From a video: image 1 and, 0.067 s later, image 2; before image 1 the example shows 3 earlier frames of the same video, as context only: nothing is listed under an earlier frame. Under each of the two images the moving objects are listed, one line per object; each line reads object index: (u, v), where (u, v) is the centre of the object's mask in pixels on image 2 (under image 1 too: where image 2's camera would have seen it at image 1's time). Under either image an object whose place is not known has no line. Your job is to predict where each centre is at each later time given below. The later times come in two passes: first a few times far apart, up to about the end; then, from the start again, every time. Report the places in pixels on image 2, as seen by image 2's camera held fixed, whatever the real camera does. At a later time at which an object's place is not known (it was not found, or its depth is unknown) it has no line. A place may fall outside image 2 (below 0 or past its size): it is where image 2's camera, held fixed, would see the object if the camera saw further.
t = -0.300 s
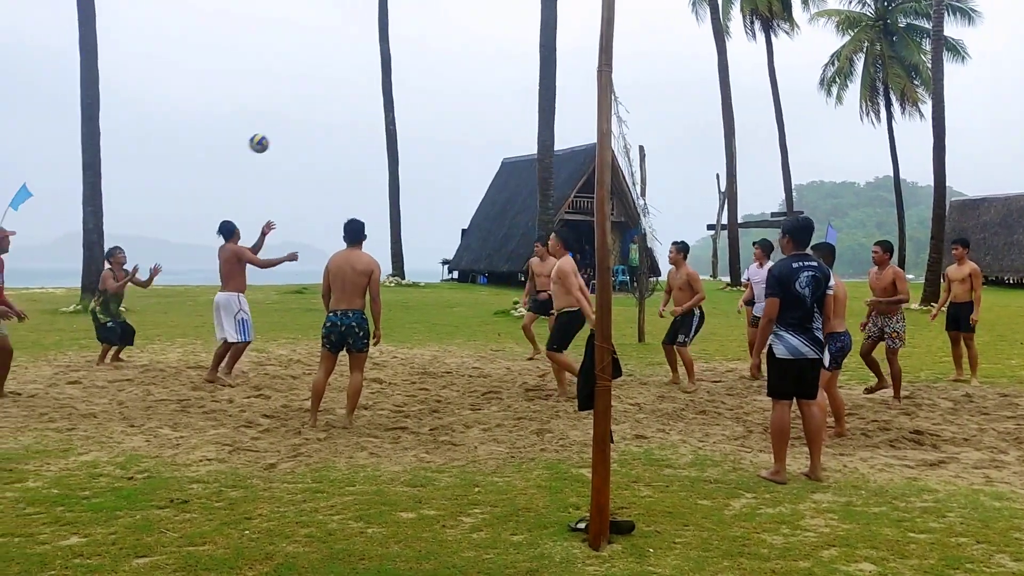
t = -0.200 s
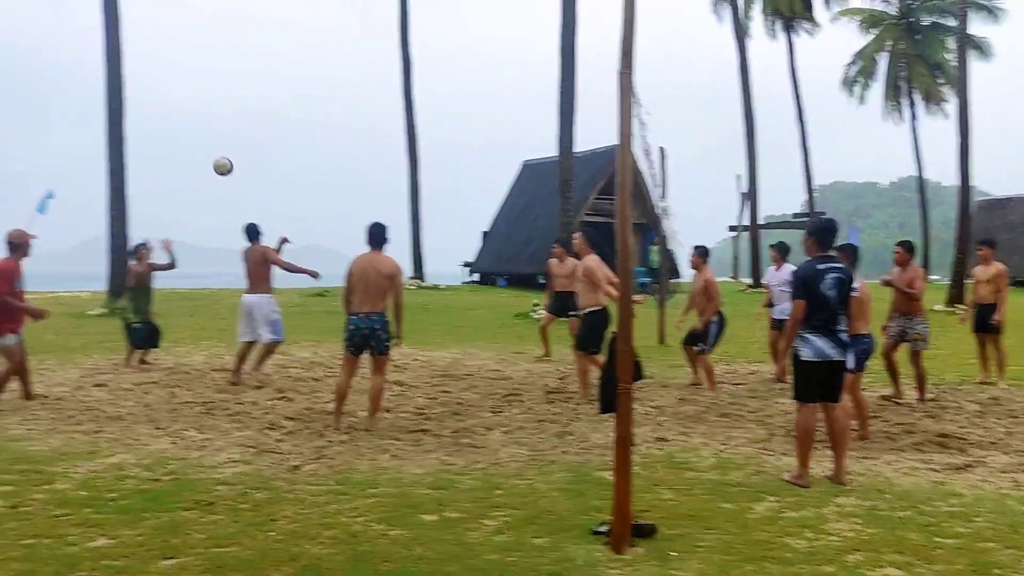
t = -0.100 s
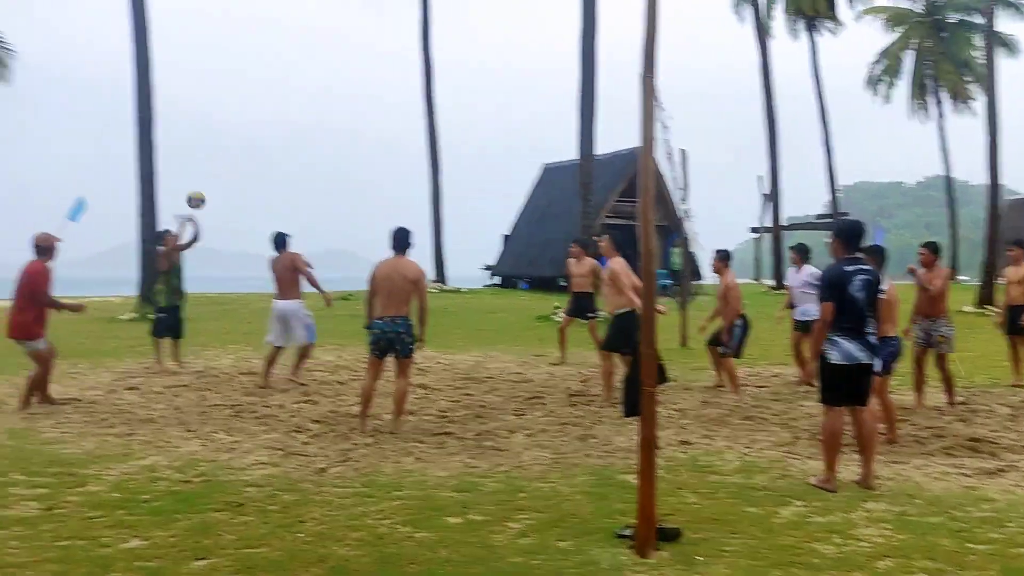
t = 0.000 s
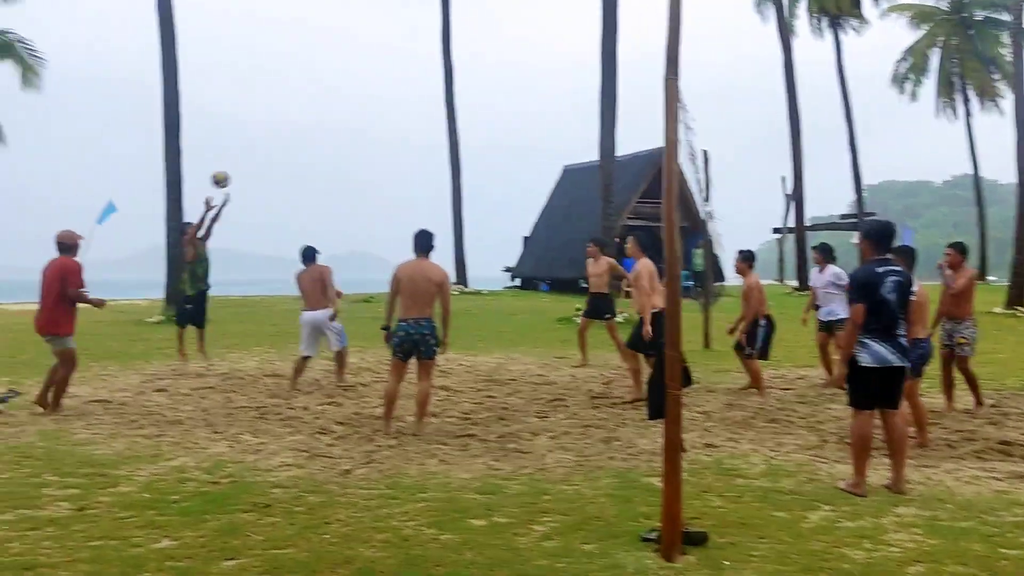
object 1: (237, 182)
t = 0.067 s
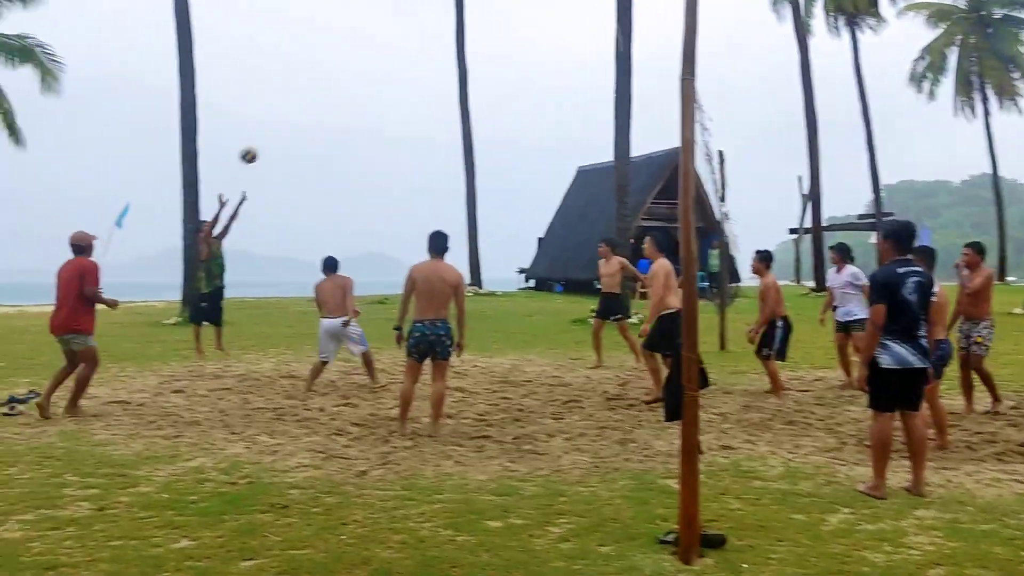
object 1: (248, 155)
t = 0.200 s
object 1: (271, 112)
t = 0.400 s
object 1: (309, 74)
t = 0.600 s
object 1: (350, 71)
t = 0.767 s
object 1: (385, 97)
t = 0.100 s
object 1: (254, 143)
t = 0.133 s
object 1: (260, 132)
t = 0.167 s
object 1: (266, 121)
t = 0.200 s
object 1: (271, 112)
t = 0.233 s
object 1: (277, 103)
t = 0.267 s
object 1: (284, 96)
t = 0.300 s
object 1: (290, 89)
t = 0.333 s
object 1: (296, 83)
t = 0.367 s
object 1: (302, 78)
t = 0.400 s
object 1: (309, 74)
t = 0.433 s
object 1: (316, 72)
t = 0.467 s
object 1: (323, 70)
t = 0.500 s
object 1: (329, 68)
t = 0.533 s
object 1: (336, 68)
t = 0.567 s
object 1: (343, 69)
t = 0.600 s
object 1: (350, 71)
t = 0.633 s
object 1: (357, 74)
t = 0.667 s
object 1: (364, 78)
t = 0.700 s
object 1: (370, 83)
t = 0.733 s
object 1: (378, 90)
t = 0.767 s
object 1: (385, 97)
